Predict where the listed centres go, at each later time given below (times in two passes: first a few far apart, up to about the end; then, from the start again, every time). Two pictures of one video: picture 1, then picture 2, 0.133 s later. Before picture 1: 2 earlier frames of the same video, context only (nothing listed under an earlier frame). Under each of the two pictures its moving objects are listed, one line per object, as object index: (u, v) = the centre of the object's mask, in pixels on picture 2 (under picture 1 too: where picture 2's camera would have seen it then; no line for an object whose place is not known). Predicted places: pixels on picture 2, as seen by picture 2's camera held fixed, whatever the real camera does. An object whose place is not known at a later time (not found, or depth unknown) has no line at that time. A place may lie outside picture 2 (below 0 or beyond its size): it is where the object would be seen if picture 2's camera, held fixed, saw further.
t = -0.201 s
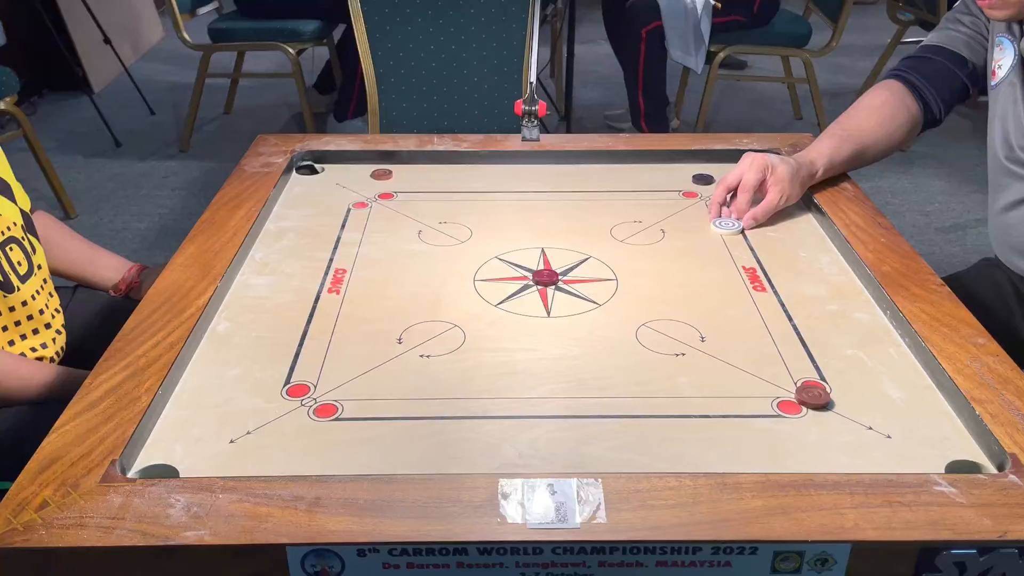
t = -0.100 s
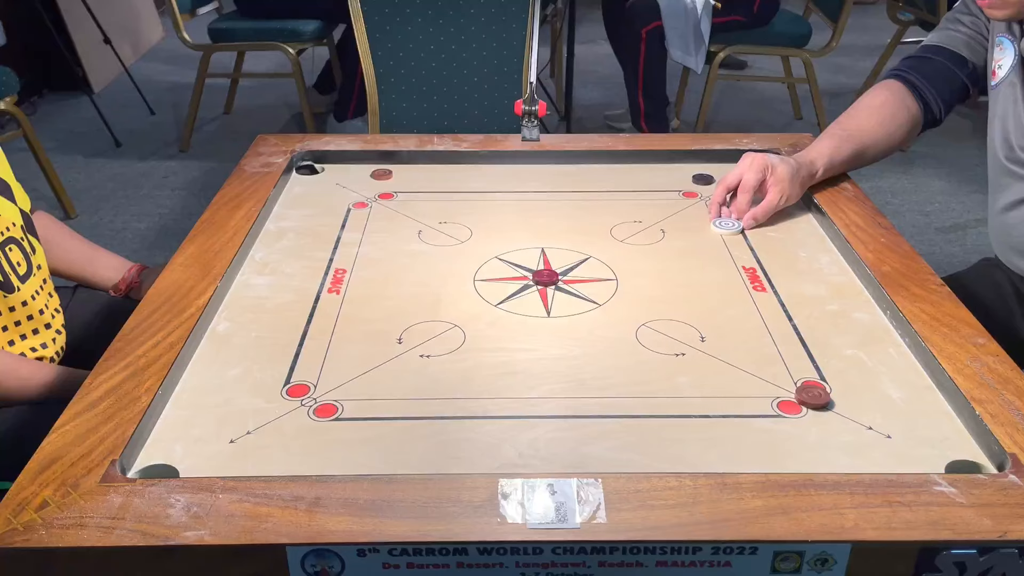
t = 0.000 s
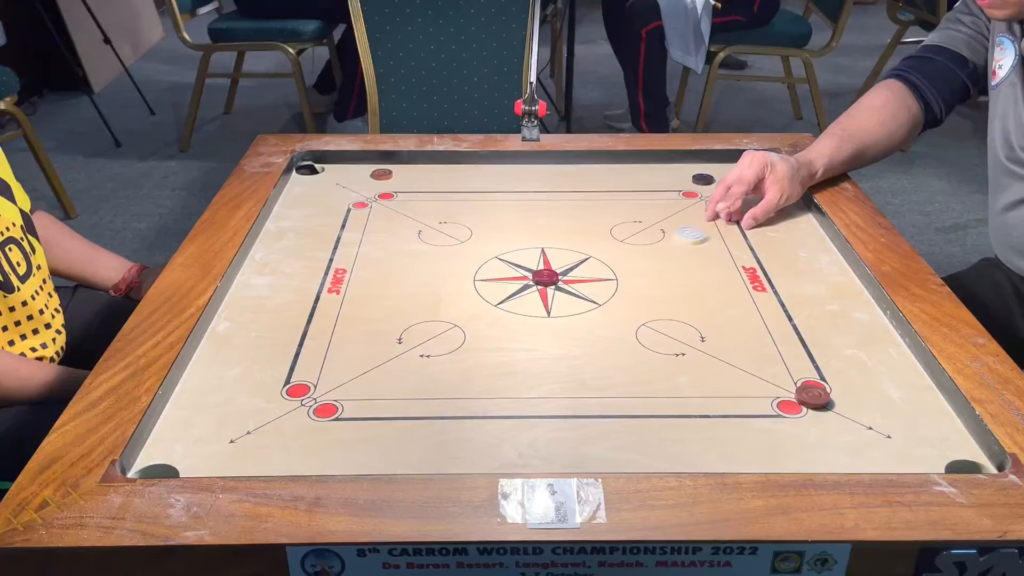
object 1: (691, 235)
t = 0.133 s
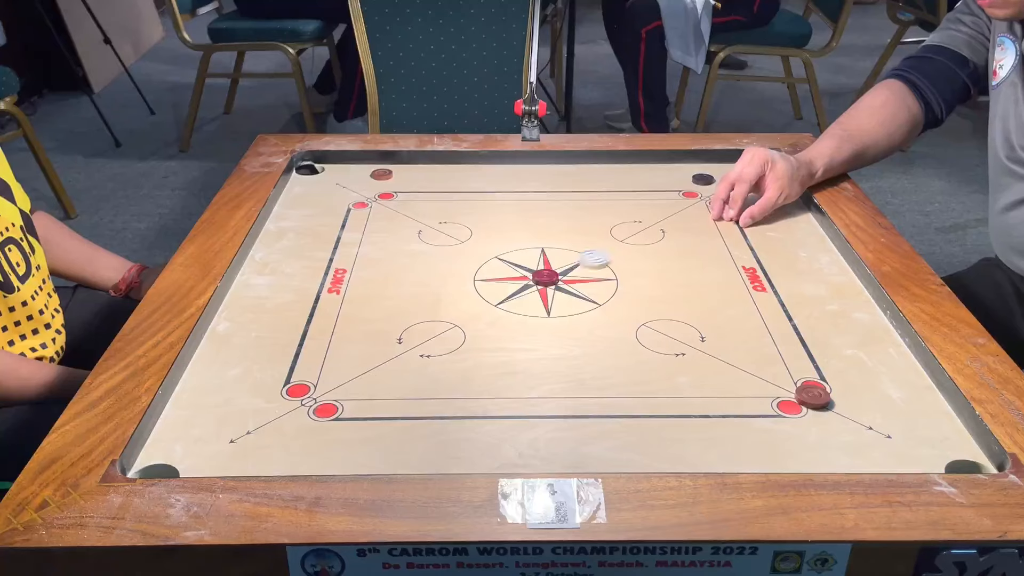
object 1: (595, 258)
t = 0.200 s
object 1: (553, 266)
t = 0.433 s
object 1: (462, 273)
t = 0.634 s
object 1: (410, 277)
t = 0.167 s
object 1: (570, 265)
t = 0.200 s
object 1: (553, 266)
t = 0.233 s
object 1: (536, 268)
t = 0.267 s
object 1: (523, 268)
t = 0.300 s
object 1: (509, 270)
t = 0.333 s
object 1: (496, 271)
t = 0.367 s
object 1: (485, 272)
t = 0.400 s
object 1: (473, 273)
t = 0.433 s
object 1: (462, 273)
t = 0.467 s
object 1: (452, 275)
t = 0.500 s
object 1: (443, 275)
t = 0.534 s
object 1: (434, 276)
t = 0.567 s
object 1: (426, 276)
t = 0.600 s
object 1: (418, 277)
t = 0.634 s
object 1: (410, 277)
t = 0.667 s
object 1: (404, 278)
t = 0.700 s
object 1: (398, 278)
